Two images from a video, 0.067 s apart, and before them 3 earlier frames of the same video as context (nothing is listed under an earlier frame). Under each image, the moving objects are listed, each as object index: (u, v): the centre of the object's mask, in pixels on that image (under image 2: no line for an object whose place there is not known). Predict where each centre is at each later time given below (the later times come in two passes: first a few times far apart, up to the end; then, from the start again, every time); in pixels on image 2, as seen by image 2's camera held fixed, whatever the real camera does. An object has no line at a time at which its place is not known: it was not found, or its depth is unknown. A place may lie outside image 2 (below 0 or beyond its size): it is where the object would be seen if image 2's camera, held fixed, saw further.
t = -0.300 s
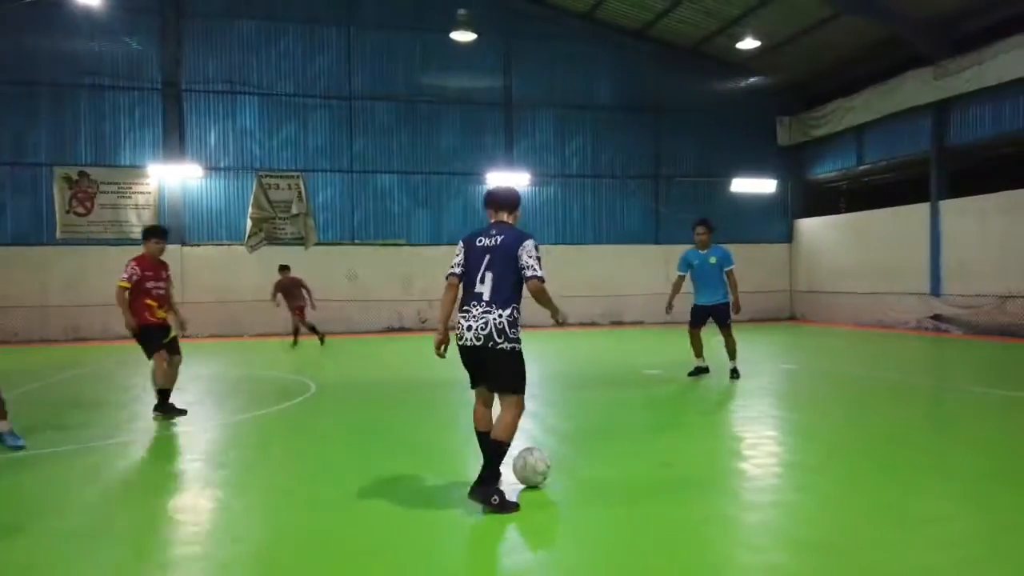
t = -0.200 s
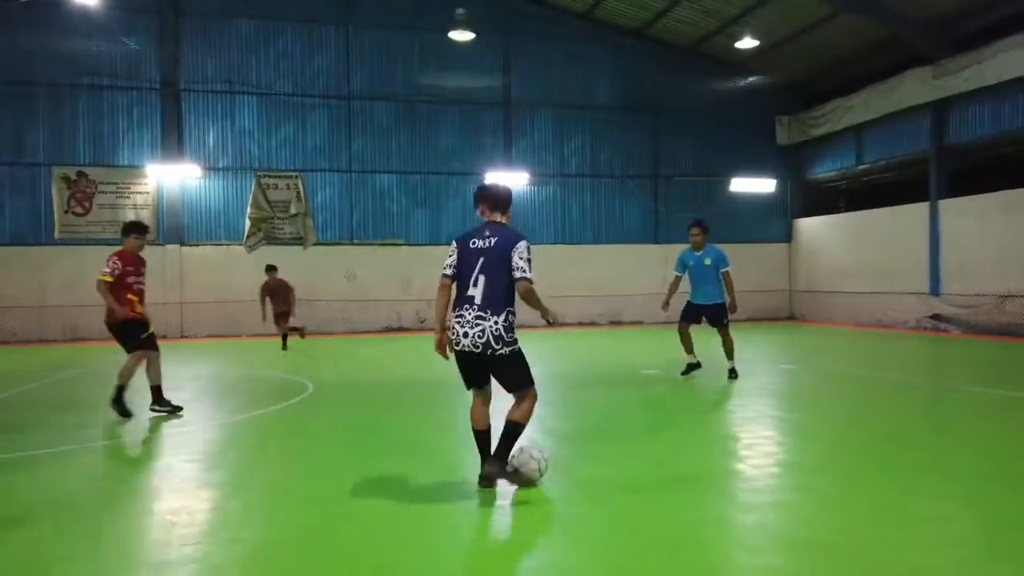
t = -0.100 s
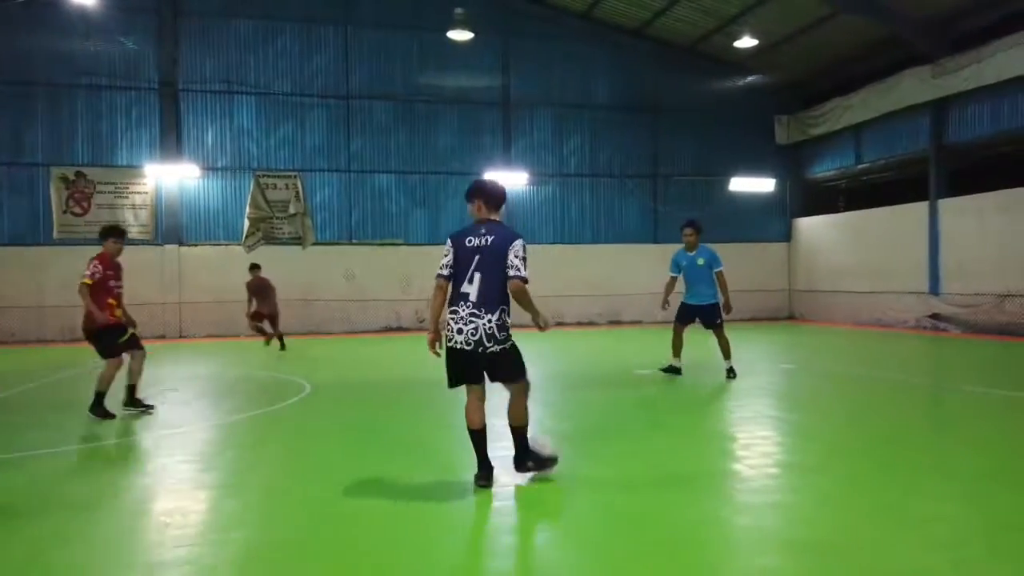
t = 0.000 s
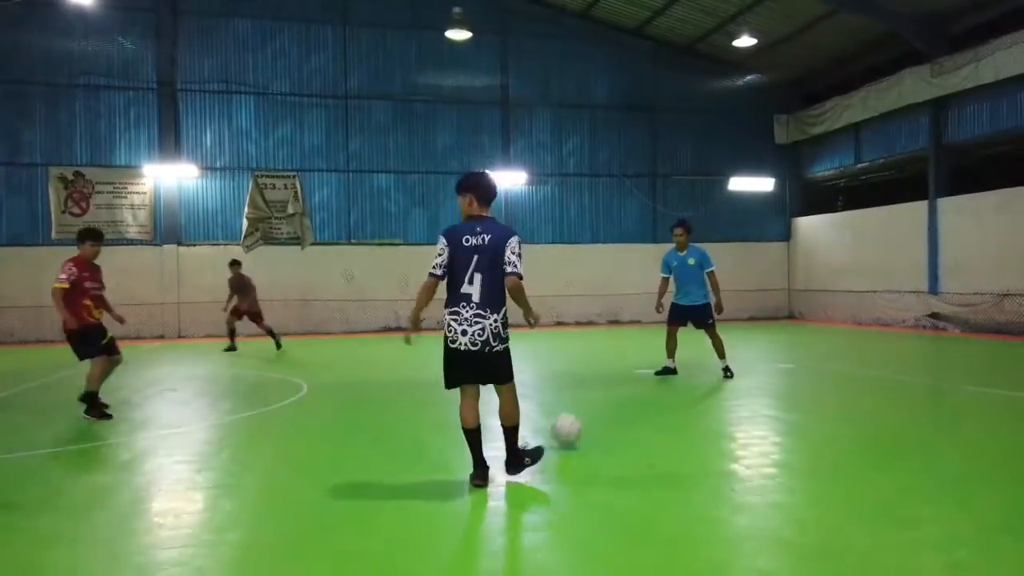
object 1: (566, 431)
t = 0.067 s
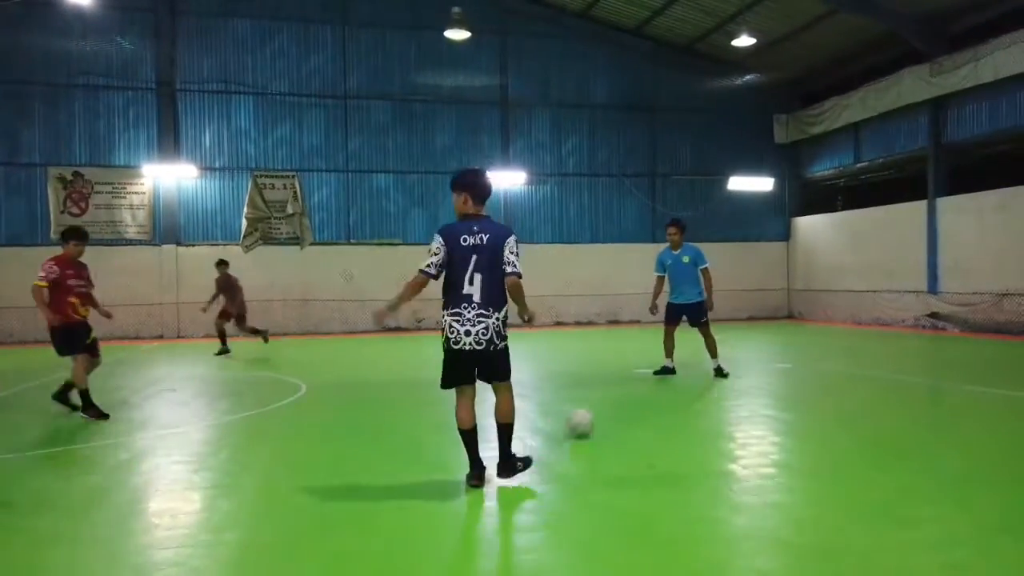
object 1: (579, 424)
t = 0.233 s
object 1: (604, 404)
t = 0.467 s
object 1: (626, 385)
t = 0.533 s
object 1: (632, 382)
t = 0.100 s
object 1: (586, 420)
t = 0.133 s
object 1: (591, 414)
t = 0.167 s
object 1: (595, 409)
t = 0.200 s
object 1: (600, 406)
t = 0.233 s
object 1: (604, 404)
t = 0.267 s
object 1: (607, 401)
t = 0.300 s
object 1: (611, 399)
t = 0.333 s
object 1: (614, 396)
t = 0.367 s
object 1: (617, 393)
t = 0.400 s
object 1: (620, 391)
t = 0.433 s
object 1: (623, 388)
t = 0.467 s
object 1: (626, 385)
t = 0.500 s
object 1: (629, 382)
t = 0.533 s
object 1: (632, 382)
